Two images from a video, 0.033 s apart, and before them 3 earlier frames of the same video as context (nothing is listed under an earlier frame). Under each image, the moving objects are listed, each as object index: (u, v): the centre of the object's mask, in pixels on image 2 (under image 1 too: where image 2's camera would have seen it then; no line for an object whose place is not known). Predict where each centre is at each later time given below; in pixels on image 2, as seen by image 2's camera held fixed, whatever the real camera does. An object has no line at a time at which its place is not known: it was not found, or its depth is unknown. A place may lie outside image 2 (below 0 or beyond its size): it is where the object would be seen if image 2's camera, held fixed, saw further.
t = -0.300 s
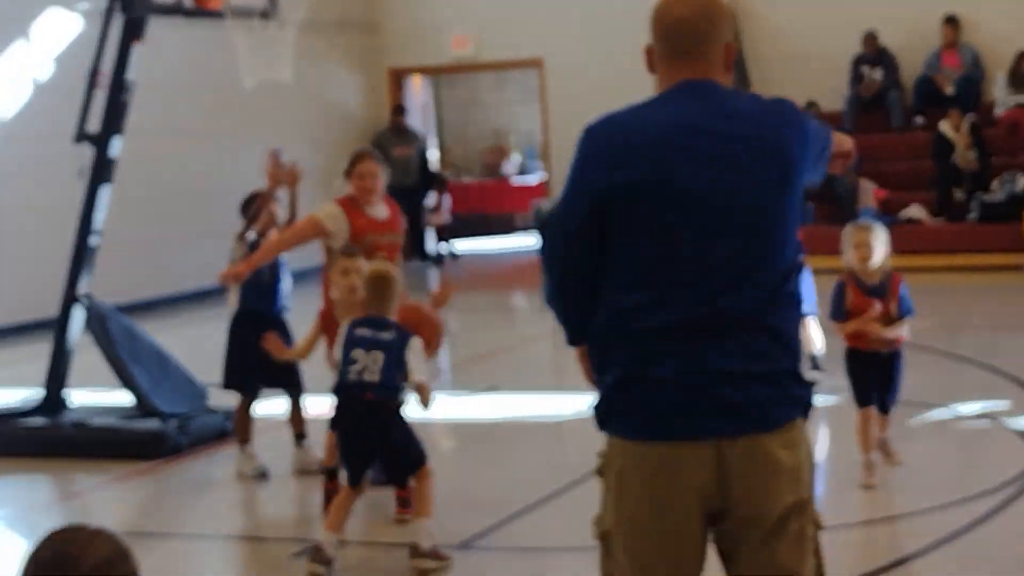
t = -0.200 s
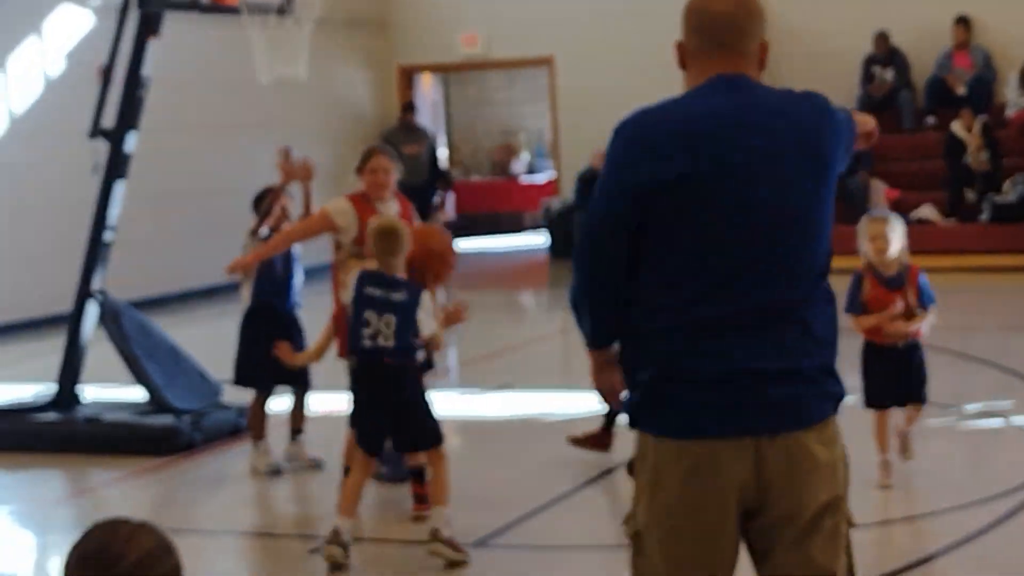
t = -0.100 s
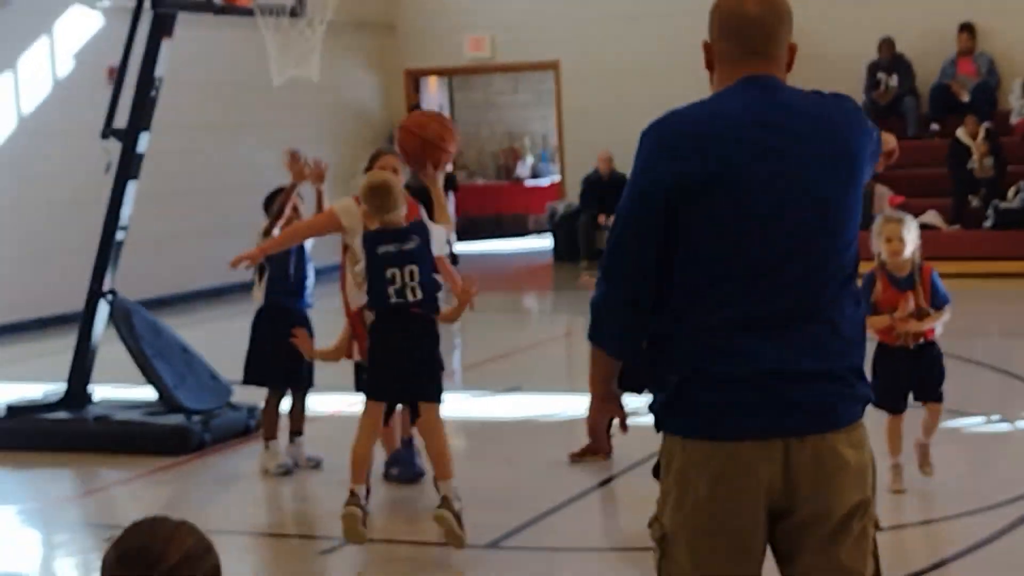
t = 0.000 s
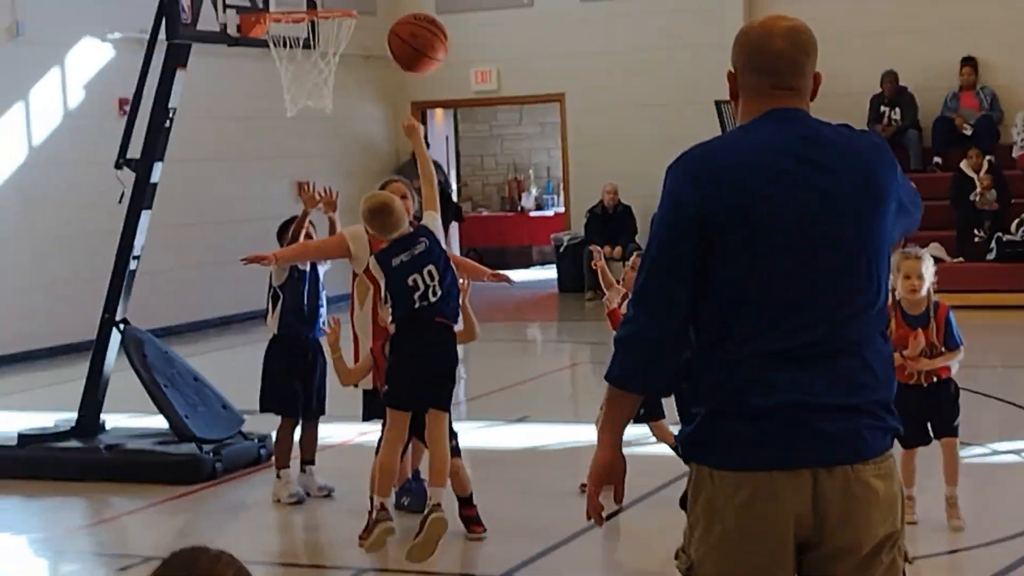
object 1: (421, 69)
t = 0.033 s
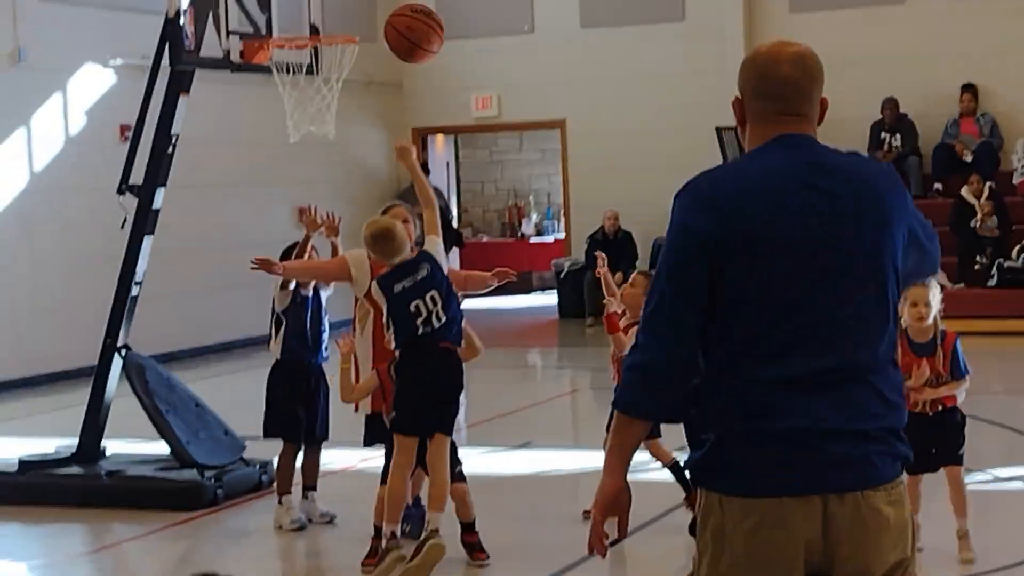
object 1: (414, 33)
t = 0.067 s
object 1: (407, 4)
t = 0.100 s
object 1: (402, -12)
